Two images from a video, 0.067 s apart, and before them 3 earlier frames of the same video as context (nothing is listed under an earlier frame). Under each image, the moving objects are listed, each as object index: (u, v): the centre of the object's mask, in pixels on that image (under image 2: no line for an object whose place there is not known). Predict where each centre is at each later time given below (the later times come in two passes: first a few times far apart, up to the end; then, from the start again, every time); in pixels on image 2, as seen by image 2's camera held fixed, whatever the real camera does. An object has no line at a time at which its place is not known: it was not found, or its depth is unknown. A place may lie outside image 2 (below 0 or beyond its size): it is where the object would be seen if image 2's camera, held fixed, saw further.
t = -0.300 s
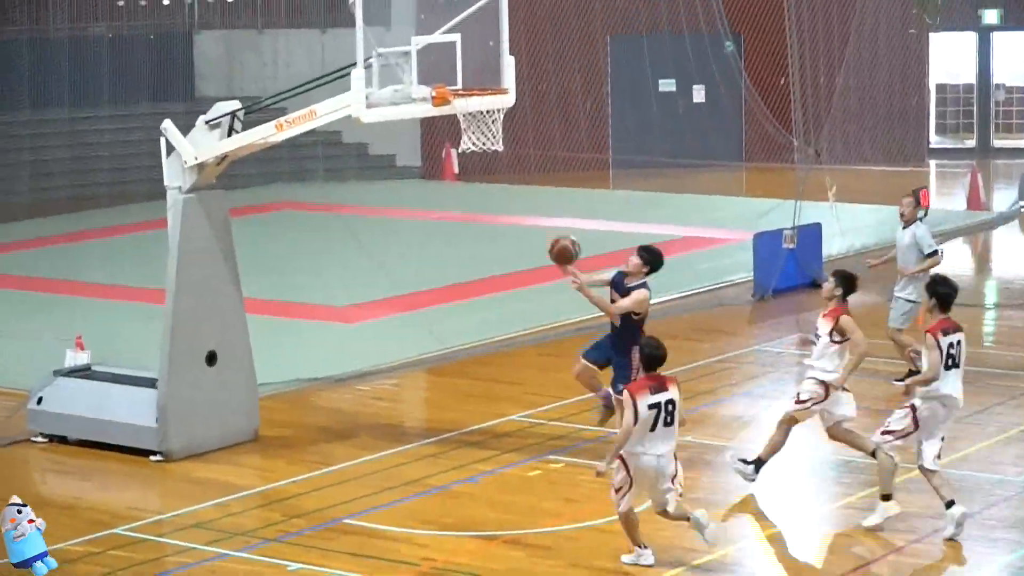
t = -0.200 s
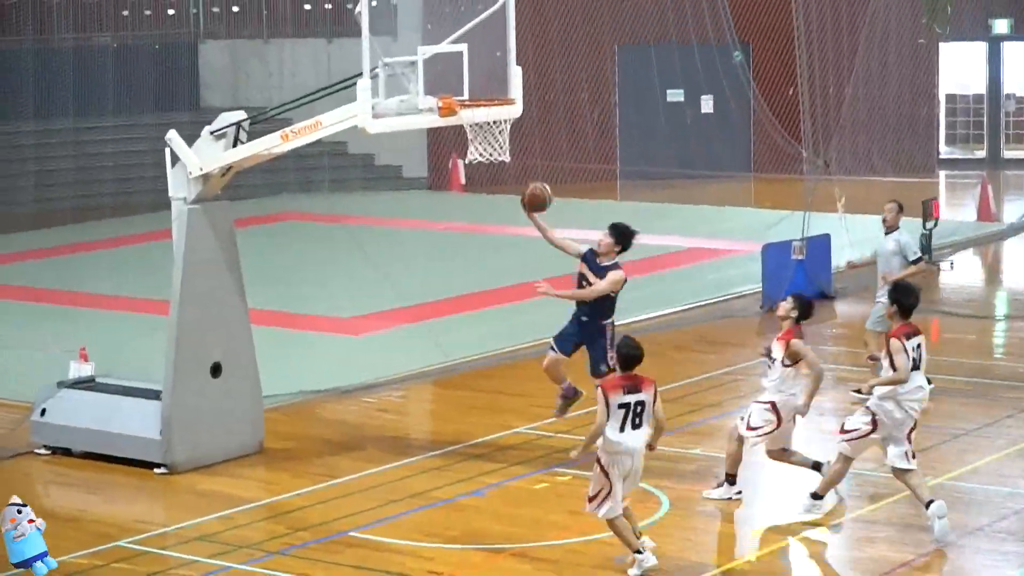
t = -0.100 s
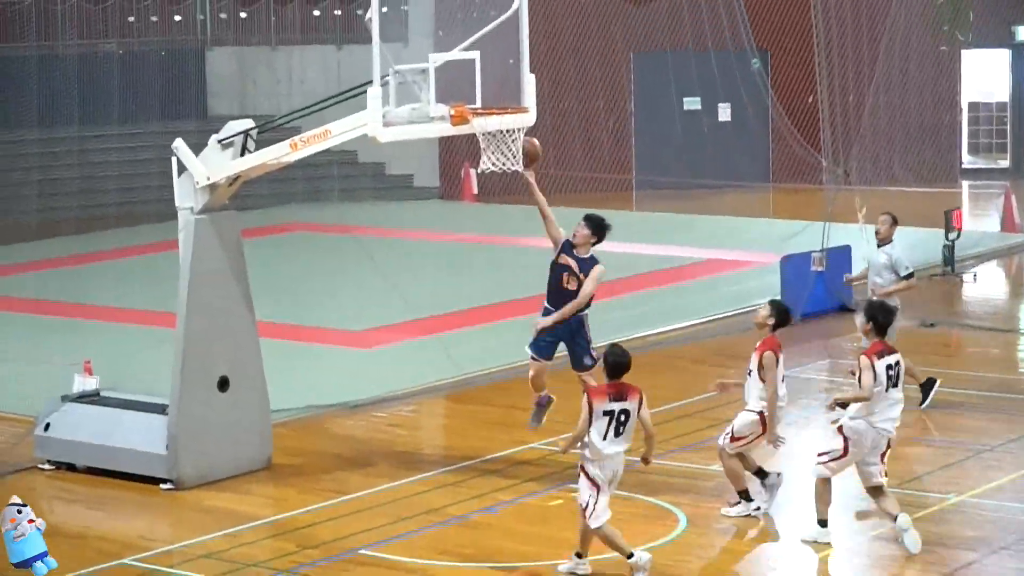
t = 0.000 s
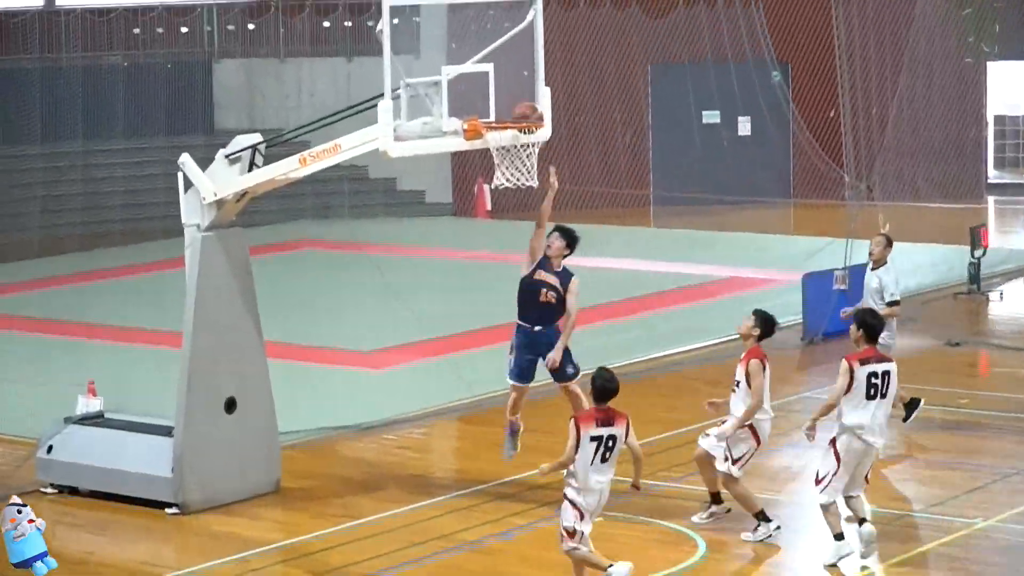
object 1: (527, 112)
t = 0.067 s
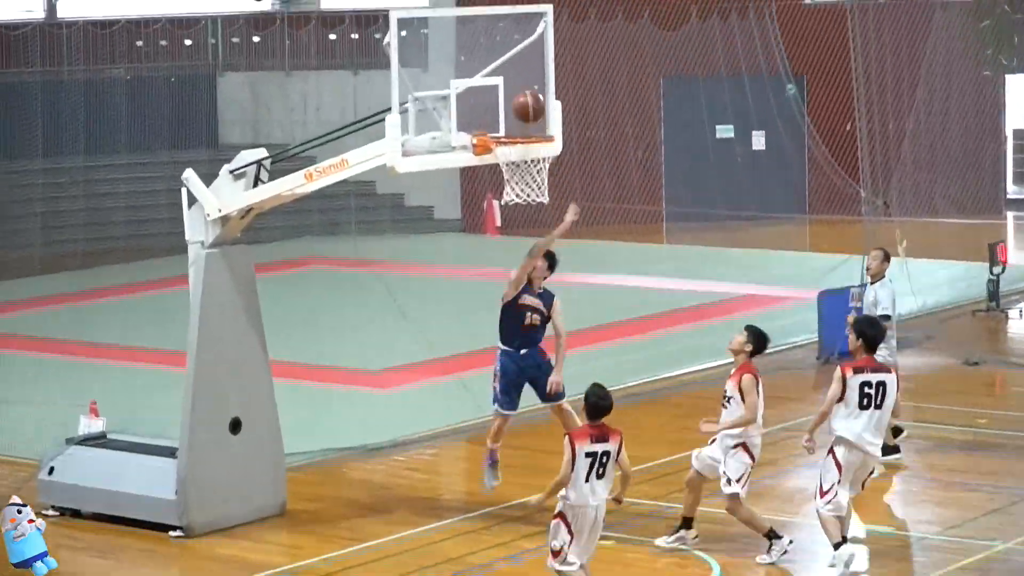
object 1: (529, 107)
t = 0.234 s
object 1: (519, 70)
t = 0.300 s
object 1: (520, 65)
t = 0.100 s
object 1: (524, 97)
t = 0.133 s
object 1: (520, 88)
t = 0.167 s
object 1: (518, 81)
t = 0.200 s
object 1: (518, 75)
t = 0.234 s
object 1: (519, 70)
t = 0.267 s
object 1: (519, 66)
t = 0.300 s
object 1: (520, 65)
